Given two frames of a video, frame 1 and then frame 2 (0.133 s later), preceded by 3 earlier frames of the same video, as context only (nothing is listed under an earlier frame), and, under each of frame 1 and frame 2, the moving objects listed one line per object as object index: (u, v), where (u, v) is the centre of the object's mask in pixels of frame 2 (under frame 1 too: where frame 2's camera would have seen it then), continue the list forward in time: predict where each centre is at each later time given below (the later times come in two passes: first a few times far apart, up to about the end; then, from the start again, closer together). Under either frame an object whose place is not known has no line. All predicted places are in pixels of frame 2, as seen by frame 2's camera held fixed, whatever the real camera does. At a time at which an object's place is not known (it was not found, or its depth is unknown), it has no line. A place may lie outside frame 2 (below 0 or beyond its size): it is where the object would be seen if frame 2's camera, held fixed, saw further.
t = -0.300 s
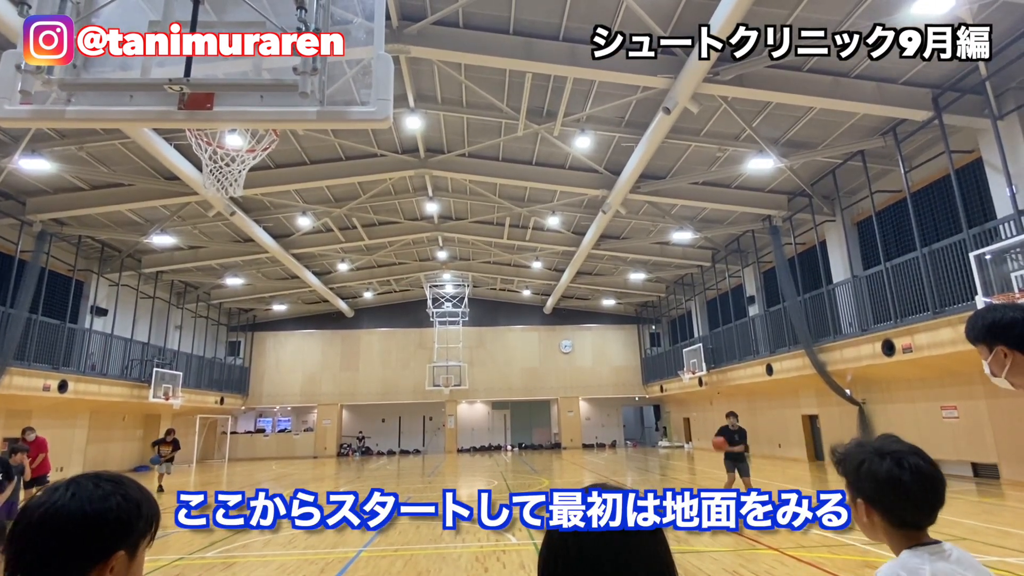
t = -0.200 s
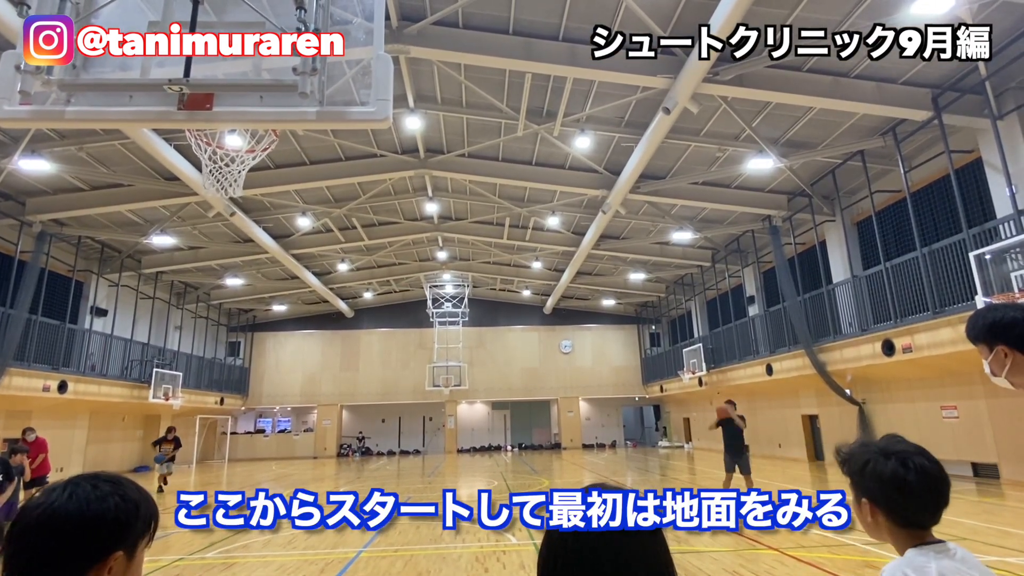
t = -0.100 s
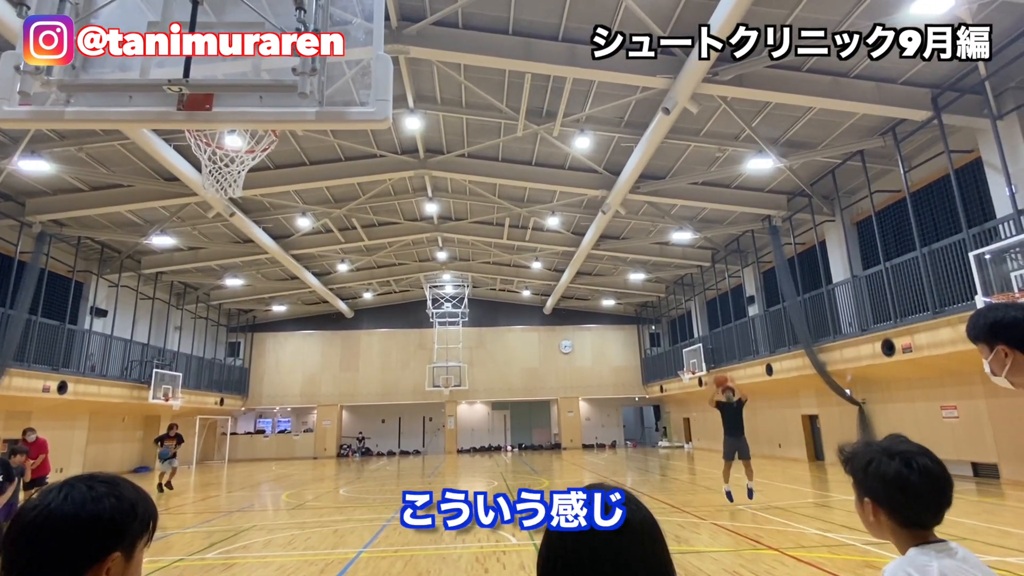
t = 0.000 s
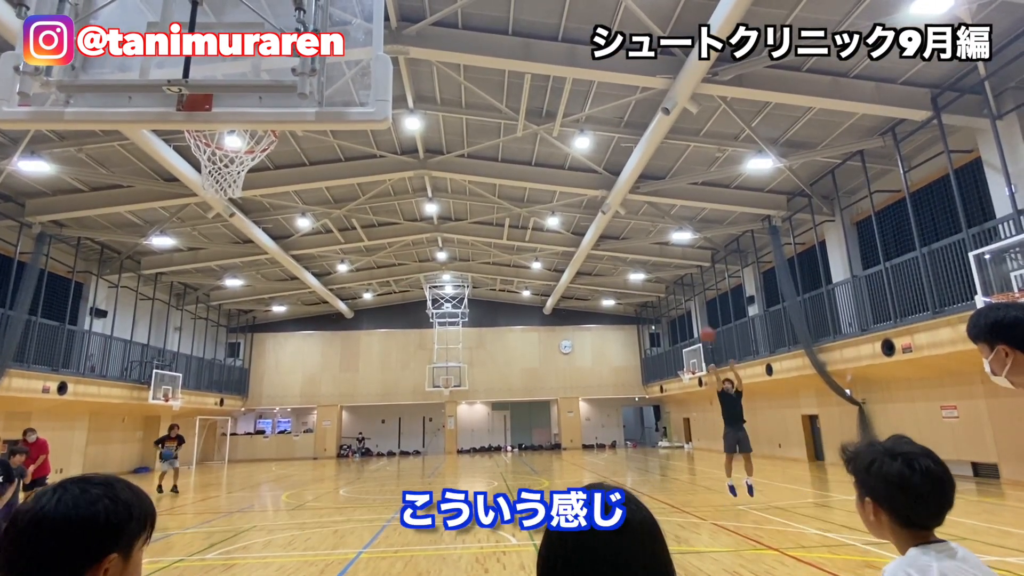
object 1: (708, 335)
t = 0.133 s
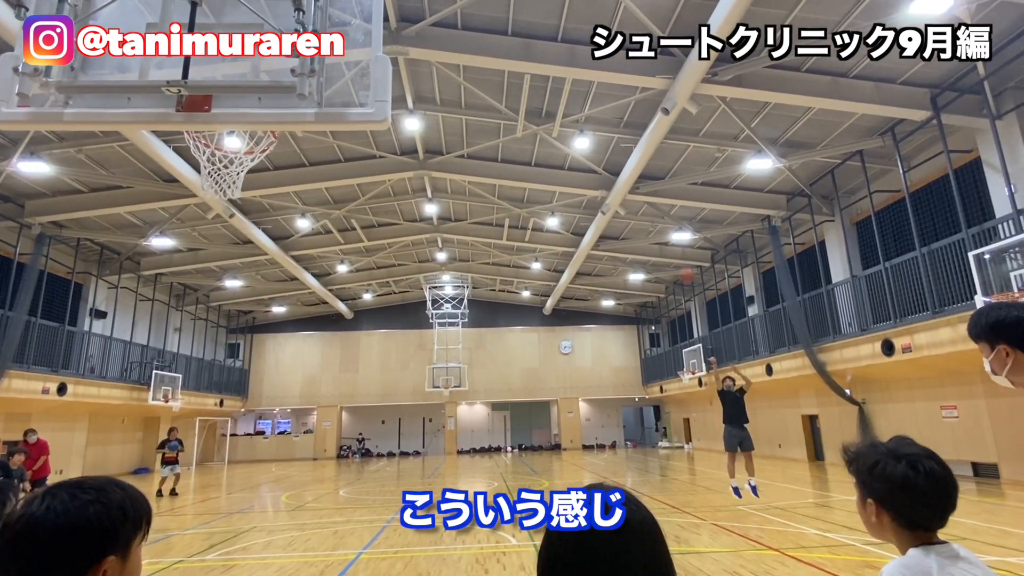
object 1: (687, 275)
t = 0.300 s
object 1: (658, 211)
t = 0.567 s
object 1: (609, 125)
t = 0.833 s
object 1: (547, 69)
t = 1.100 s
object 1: (456, 58)
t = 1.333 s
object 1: (315, 141)
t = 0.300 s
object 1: (658, 211)
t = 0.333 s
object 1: (652, 198)
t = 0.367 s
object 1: (648, 187)
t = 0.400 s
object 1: (641, 176)
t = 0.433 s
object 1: (635, 165)
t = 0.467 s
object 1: (629, 153)
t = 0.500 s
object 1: (623, 144)
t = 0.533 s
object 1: (616, 134)
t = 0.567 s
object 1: (609, 125)
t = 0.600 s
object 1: (603, 117)
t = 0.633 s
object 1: (596, 108)
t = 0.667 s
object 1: (589, 100)
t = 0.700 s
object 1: (581, 93)
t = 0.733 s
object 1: (573, 86)
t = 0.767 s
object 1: (565, 79)
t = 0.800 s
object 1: (556, 74)
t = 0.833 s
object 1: (547, 69)
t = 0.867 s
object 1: (538, 64)
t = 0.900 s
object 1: (528, 61)
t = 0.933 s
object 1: (517, 58)
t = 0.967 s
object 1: (507, 56)
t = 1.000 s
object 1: (495, 55)
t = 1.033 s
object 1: (483, 55)
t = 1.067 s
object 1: (470, 56)
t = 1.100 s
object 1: (456, 58)
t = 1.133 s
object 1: (441, 62)
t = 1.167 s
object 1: (425, 68)
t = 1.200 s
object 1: (407, 76)
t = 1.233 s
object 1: (397, 88)
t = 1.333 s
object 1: (315, 141)
